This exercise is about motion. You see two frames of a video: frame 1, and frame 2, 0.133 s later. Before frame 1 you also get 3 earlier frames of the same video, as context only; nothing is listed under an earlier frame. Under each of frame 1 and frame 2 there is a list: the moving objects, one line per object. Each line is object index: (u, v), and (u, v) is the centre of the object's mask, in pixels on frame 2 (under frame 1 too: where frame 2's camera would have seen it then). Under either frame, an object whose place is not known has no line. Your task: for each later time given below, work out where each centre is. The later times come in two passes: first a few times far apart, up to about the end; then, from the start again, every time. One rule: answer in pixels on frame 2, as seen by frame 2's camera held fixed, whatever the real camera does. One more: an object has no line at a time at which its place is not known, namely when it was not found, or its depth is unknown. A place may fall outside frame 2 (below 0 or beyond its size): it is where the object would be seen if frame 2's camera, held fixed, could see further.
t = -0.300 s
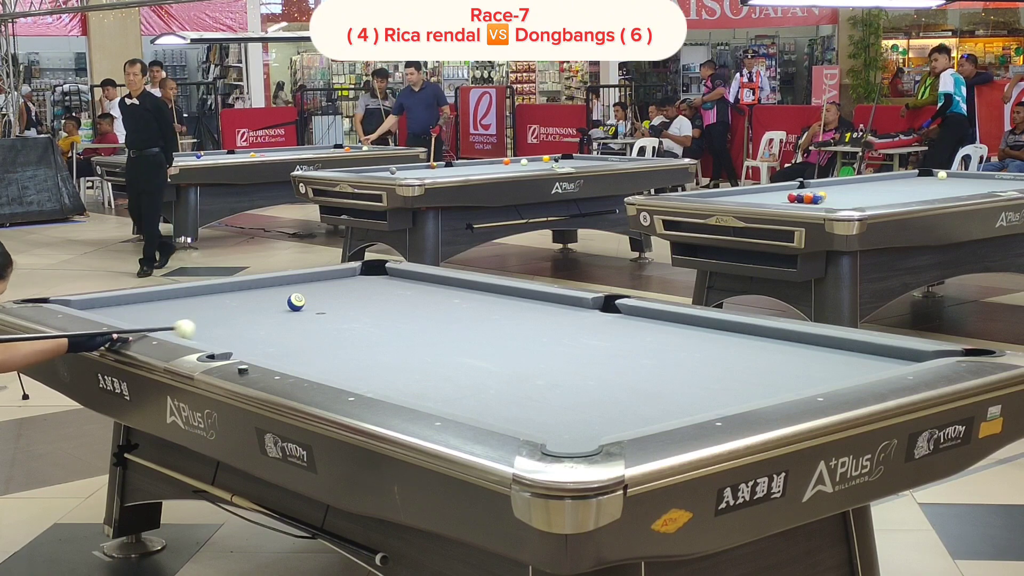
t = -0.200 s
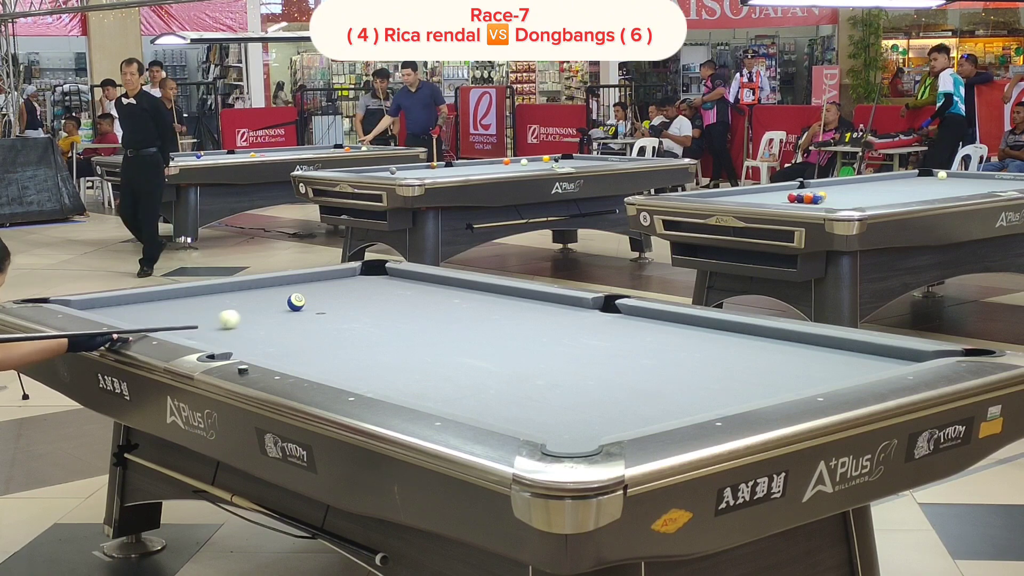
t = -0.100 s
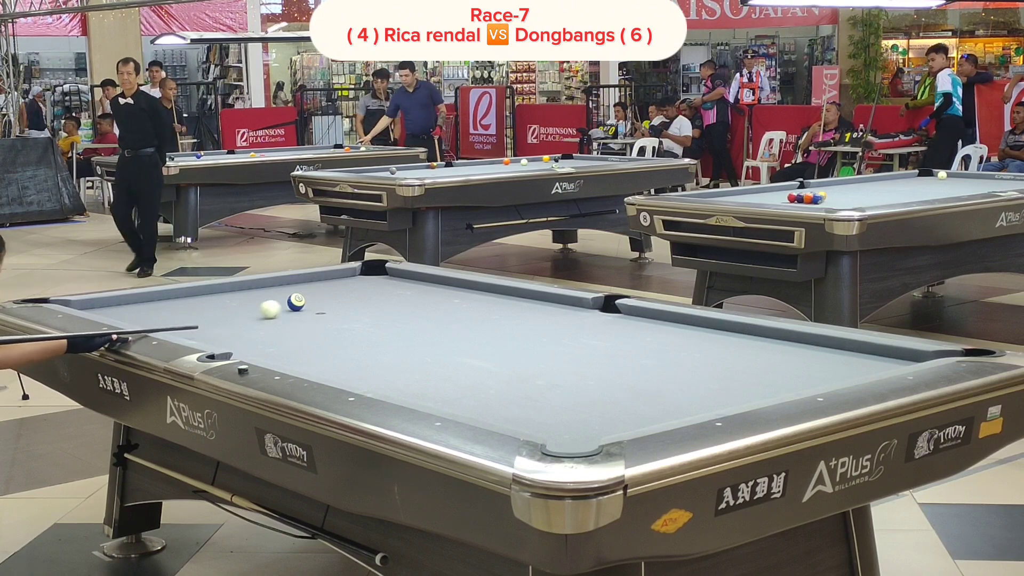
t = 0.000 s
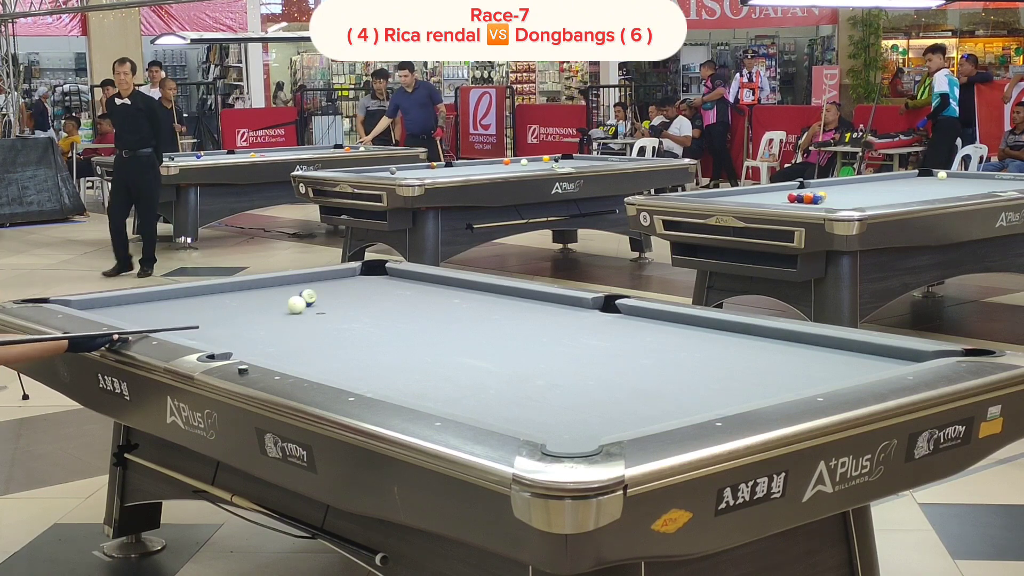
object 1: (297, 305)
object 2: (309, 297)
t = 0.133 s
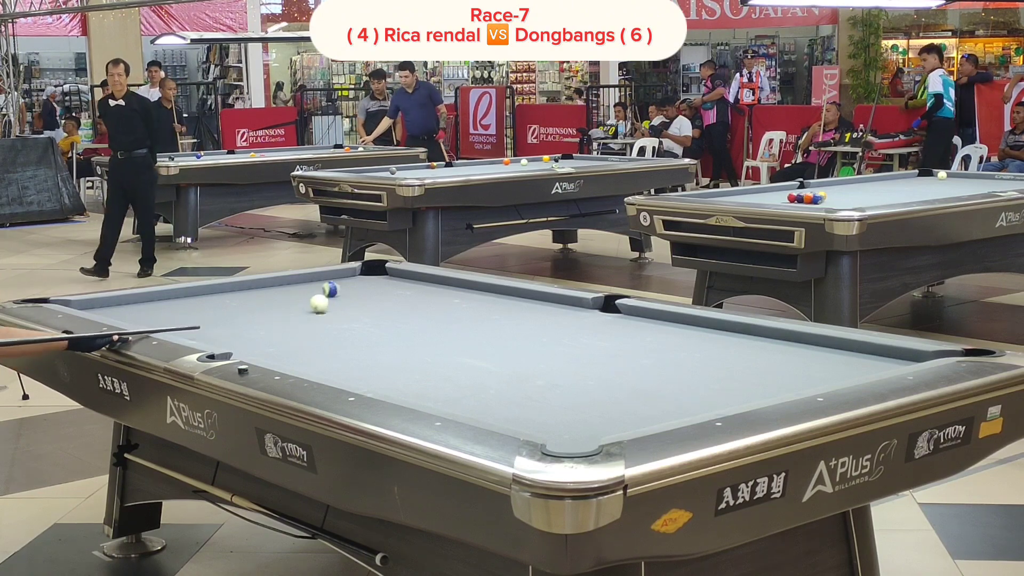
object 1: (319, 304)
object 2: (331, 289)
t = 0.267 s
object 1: (344, 301)
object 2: (349, 282)
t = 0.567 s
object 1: (397, 295)
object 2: (371, 269)
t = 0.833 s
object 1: (441, 290)
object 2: (376, 271)
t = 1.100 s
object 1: (476, 286)
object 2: (390, 273)
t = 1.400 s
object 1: (456, 289)
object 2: (406, 275)
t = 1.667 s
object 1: (439, 292)
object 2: (416, 276)
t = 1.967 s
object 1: (422, 295)
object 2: (424, 278)
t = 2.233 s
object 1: (407, 298)
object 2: (431, 279)
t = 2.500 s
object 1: (393, 300)
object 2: (437, 281)
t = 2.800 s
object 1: (379, 302)
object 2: (442, 282)
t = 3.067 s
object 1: (368, 304)
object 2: (447, 284)
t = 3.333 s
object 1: (358, 306)
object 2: (452, 284)
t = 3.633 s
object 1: (347, 308)
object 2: (455, 284)
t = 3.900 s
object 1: (340, 309)
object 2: (458, 285)
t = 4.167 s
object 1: (334, 310)
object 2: (459, 285)
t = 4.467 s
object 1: (329, 310)
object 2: (459, 285)
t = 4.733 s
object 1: (326, 311)
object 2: (459, 285)
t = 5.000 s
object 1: (324, 311)
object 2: (459, 285)
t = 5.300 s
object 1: (325, 311)
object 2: (459, 285)
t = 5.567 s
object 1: (325, 311)
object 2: (459, 285)
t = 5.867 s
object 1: (325, 311)
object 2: (459, 285)
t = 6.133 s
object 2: (459, 285)
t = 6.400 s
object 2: (459, 285)
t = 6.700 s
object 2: (459, 285)
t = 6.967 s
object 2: (459, 285)
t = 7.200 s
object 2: (459, 285)
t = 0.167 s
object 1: (325, 303)
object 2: (336, 287)
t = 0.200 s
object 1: (332, 302)
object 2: (340, 285)
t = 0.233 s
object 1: (338, 301)
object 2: (345, 283)
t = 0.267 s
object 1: (344, 301)
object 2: (349, 282)
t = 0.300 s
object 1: (350, 300)
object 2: (353, 280)
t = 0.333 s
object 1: (356, 299)
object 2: (357, 278)
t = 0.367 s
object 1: (362, 298)
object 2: (362, 277)
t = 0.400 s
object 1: (368, 298)
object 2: (366, 275)
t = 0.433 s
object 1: (374, 297)
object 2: (369, 274)
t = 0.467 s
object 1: (380, 296)
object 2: (373, 272)
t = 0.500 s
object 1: (386, 296)
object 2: (377, 271)
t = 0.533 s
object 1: (392, 295)
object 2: (378, 270)
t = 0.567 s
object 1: (397, 295)
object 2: (371, 269)
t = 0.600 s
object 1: (403, 294)
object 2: (366, 270)
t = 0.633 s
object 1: (409, 293)
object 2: (364, 270)
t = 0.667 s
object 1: (414, 293)
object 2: (366, 270)
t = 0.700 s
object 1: (420, 292)
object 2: (368, 270)
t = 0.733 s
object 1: (425, 291)
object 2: (370, 270)
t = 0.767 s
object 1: (430, 291)
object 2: (372, 270)
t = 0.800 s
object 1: (436, 290)
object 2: (374, 271)
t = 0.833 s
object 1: (441, 290)
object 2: (376, 271)
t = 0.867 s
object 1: (446, 289)
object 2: (378, 271)
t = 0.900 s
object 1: (452, 289)
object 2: (380, 271)
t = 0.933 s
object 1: (457, 288)
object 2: (381, 272)
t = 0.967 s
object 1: (462, 288)
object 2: (383, 272)
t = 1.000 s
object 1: (467, 287)
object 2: (385, 272)
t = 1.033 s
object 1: (472, 287)
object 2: (387, 272)
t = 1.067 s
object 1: (477, 286)
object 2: (389, 272)
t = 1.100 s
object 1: (476, 286)
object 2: (390, 273)
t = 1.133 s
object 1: (474, 287)
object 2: (392, 273)
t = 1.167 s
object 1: (472, 287)
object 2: (394, 273)
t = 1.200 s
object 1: (469, 287)
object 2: (396, 274)
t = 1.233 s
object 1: (467, 288)
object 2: (397, 273)
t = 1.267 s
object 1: (465, 288)
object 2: (399, 274)
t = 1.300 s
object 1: (463, 288)
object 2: (401, 274)
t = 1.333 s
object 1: (461, 289)
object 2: (403, 274)
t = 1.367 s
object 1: (458, 289)
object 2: (404, 274)
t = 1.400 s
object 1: (456, 289)
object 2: (406, 275)
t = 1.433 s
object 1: (454, 290)
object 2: (408, 275)
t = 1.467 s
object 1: (452, 290)
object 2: (409, 275)
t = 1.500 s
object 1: (450, 290)
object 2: (411, 275)
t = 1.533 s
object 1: (448, 291)
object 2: (412, 275)
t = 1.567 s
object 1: (446, 291)
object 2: (413, 276)
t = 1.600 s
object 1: (444, 292)
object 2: (414, 276)
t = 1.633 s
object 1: (441, 292)
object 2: (415, 276)
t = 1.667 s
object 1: (439, 292)
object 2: (416, 276)
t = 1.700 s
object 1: (437, 293)
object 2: (417, 276)
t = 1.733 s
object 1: (436, 293)
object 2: (418, 277)
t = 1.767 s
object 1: (434, 293)
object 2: (419, 277)
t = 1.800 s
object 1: (432, 294)
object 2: (420, 277)
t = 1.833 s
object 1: (430, 294)
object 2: (421, 277)
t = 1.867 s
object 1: (428, 294)
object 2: (422, 278)
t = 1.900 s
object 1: (425, 294)
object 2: (423, 278)
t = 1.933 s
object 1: (424, 295)
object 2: (424, 278)
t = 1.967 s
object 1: (422, 295)
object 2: (424, 278)
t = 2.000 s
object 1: (420, 295)
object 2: (425, 278)
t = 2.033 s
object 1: (418, 296)
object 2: (426, 278)
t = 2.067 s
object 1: (416, 296)
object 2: (427, 279)
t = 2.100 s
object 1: (414, 296)
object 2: (428, 279)
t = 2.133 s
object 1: (413, 297)
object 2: (429, 279)
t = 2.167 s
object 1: (411, 297)
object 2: (430, 279)
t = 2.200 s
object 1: (409, 297)
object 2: (431, 279)
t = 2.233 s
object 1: (407, 298)
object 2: (431, 279)
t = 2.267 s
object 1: (405, 298)
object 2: (432, 280)
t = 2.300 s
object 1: (403, 298)
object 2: (433, 280)
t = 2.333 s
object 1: (402, 298)
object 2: (434, 280)
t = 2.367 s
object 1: (400, 299)
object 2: (434, 280)
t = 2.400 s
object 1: (398, 299)
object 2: (435, 281)
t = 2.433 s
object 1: (397, 300)
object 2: (436, 281)
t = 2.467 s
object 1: (395, 300)
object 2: (436, 281)
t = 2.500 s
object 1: (393, 300)
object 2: (437, 281)
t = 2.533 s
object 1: (392, 300)
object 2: (438, 281)
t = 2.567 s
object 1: (390, 301)
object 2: (438, 281)
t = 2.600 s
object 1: (388, 301)
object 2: (439, 281)
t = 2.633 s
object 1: (387, 301)
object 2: (440, 282)
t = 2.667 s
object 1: (385, 302)
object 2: (440, 282)
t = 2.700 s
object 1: (384, 302)
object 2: (440, 281)
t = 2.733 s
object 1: (382, 302)
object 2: (441, 282)
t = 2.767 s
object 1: (381, 302)
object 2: (442, 282)
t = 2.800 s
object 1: (379, 302)
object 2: (442, 282)
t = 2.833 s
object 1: (378, 303)
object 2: (443, 282)
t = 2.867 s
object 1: (376, 303)
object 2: (444, 282)
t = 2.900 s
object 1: (375, 303)
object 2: (444, 282)
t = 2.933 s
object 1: (374, 304)
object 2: (445, 283)
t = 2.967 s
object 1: (372, 304)
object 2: (445, 283)
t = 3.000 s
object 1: (371, 304)
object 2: (446, 283)
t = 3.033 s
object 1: (369, 304)
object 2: (447, 283)
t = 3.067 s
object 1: (368, 304)
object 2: (447, 284)
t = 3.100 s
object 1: (366, 305)
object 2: (448, 284)
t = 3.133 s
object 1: (365, 305)
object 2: (449, 284)
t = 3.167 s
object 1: (364, 305)
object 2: (449, 284)
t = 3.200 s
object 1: (363, 305)
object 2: (450, 284)
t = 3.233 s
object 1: (361, 306)
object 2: (450, 284)
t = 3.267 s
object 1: (360, 306)
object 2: (450, 284)
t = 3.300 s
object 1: (359, 306)
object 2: (451, 284)
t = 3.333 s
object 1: (358, 306)
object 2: (452, 284)
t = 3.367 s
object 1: (356, 306)
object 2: (452, 284)
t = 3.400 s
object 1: (355, 306)
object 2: (452, 284)
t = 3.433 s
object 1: (354, 307)
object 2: (453, 284)
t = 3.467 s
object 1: (353, 307)
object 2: (453, 284)
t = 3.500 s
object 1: (352, 307)
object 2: (454, 284)
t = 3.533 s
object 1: (351, 307)
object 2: (454, 284)
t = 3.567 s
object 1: (350, 307)
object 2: (454, 284)
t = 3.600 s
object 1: (349, 308)
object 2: (455, 284)
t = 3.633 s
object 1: (347, 308)
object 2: (455, 284)
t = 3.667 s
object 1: (346, 308)
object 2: (455, 285)
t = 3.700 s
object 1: (345, 308)
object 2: (456, 285)
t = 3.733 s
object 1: (345, 308)
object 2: (456, 285)
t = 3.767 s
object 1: (344, 308)
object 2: (456, 285)
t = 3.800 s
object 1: (343, 308)
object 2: (457, 285)
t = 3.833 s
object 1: (342, 309)
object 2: (457, 285)
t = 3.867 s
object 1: (341, 309)
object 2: (457, 284)
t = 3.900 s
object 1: (340, 309)
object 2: (458, 285)
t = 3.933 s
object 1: (339, 309)
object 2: (458, 285)
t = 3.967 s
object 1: (339, 309)
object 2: (458, 285)
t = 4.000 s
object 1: (338, 309)
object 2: (458, 285)
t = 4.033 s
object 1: (337, 309)
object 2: (458, 285)
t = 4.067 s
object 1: (336, 309)
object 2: (458, 285)
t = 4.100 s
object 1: (336, 309)
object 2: (459, 285)
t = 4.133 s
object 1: (335, 309)
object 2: (459, 285)
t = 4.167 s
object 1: (334, 310)
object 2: (459, 285)
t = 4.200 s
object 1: (333, 310)
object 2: (459, 285)
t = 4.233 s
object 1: (333, 310)
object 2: (459, 285)
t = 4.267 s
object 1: (332, 310)
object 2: (459, 285)
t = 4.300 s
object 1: (331, 310)
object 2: (459, 285)
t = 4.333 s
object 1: (331, 310)
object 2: (459, 285)
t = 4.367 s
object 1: (330, 310)
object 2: (459, 285)
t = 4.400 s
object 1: (330, 310)
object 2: (459, 285)
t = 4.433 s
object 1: (329, 310)
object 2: (459, 285)
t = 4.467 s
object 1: (329, 310)
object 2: (459, 285)
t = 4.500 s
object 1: (328, 310)
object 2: (459, 285)
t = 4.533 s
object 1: (328, 310)
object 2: (459, 285)
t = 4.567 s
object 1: (327, 310)
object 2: (459, 285)
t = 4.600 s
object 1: (327, 310)
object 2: (459, 285)
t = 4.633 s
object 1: (327, 310)
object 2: (459, 285)
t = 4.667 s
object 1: (327, 310)
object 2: (459, 285)
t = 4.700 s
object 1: (326, 311)
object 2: (459, 285)
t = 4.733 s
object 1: (326, 311)
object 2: (459, 285)
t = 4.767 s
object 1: (325, 311)
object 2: (459, 285)
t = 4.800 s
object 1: (325, 311)
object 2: (459, 285)
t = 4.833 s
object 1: (325, 311)
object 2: (459, 285)
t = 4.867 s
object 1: (325, 311)
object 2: (459, 285)
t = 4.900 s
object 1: (325, 311)
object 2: (459, 285)
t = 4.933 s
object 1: (325, 311)
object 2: (459, 285)
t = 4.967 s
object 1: (325, 311)
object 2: (459, 285)
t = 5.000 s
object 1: (324, 311)
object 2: (459, 285)
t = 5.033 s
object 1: (324, 311)
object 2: (459, 285)
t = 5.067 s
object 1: (324, 311)
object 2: (459, 285)
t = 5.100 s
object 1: (324, 311)
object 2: (459, 285)
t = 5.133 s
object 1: (324, 311)
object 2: (459, 285)
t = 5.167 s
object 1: (325, 311)
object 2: (459, 285)
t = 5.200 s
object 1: (324, 311)
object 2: (459, 285)
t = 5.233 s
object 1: (325, 311)
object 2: (459, 285)
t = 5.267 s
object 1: (325, 311)
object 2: (459, 285)
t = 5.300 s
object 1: (325, 311)
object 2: (459, 285)
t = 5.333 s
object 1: (325, 311)
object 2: (459, 285)
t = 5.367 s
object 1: (325, 311)
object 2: (459, 285)
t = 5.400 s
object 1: (325, 311)
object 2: (459, 285)
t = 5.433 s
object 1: (325, 311)
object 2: (459, 285)
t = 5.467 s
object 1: (325, 311)
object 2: (459, 285)
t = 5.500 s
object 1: (325, 311)
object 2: (459, 285)
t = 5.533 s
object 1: (325, 311)
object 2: (459, 285)
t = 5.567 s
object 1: (325, 311)
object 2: (459, 285)
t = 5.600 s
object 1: (325, 311)
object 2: (459, 285)
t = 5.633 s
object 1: (325, 311)
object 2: (459, 285)
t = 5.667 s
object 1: (325, 311)
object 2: (459, 285)
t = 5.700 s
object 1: (325, 311)
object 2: (459, 285)
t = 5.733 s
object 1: (324, 311)
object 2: (459, 285)
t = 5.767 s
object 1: (324, 311)
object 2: (459, 285)
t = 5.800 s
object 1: (325, 311)
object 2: (459, 285)
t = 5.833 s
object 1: (325, 311)
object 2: (459, 285)
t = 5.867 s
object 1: (325, 311)
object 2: (459, 285)
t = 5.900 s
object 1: (325, 311)
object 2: (457, 285)
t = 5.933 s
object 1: (325, 311)
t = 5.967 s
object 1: (325, 311)
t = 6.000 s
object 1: (325, 311)
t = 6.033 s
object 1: (324, 311)
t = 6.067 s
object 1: (324, 308)
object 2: (459, 285)
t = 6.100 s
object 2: (459, 285)
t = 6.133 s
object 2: (459, 285)
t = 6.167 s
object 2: (459, 285)
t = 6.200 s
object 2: (459, 285)
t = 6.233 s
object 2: (459, 285)
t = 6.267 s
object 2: (459, 285)
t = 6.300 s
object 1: (325, 307)
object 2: (459, 285)
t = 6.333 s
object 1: (325, 310)
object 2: (459, 285)
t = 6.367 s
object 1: (325, 311)
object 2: (459, 285)
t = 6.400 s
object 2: (459, 285)
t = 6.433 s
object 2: (459, 285)
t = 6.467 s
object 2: (459, 285)
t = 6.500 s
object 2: (459, 285)
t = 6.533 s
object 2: (459, 285)
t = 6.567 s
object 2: (459, 285)
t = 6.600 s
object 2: (459, 285)
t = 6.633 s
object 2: (459, 285)
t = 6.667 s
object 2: (459, 285)
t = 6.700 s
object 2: (459, 285)
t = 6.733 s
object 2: (459, 285)
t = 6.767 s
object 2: (459, 285)
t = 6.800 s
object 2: (459, 285)
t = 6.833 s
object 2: (459, 285)
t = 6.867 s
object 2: (459, 285)
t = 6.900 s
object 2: (459, 285)
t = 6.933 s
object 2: (459, 285)
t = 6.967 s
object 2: (459, 285)
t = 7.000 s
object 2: (459, 285)
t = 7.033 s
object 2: (459, 285)
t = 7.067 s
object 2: (459, 285)
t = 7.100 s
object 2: (459, 285)
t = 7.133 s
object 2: (459, 285)
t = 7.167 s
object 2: (459, 285)
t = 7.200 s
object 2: (459, 285)
